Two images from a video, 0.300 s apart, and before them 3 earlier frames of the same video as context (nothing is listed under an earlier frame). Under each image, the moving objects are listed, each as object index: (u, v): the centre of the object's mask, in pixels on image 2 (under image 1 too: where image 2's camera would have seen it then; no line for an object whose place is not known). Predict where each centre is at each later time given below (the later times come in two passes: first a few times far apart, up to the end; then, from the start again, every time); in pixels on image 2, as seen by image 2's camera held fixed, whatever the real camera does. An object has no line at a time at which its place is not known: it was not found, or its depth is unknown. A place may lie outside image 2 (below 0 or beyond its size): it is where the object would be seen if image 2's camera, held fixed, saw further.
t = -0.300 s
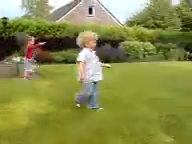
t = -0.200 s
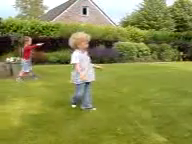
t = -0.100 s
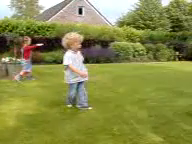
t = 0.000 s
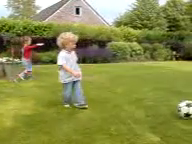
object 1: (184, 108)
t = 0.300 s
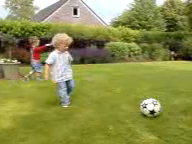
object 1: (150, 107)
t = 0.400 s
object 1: (141, 107)
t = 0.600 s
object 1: (124, 107)
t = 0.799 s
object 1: (112, 107)
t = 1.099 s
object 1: (101, 105)
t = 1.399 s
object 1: (96, 105)
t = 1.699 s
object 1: (97, 105)
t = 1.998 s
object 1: (97, 105)
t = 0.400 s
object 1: (141, 107)
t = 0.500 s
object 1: (131, 107)
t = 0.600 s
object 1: (124, 107)
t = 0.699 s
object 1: (117, 107)
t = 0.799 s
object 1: (112, 107)
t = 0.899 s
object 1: (107, 106)
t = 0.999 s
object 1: (104, 106)
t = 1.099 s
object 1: (101, 105)
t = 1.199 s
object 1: (98, 105)
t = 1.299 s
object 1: (97, 105)
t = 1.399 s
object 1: (96, 105)
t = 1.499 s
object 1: (96, 105)
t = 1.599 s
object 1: (97, 105)
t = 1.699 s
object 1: (97, 105)
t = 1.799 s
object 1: (97, 105)
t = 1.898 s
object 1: (97, 105)
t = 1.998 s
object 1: (97, 105)
